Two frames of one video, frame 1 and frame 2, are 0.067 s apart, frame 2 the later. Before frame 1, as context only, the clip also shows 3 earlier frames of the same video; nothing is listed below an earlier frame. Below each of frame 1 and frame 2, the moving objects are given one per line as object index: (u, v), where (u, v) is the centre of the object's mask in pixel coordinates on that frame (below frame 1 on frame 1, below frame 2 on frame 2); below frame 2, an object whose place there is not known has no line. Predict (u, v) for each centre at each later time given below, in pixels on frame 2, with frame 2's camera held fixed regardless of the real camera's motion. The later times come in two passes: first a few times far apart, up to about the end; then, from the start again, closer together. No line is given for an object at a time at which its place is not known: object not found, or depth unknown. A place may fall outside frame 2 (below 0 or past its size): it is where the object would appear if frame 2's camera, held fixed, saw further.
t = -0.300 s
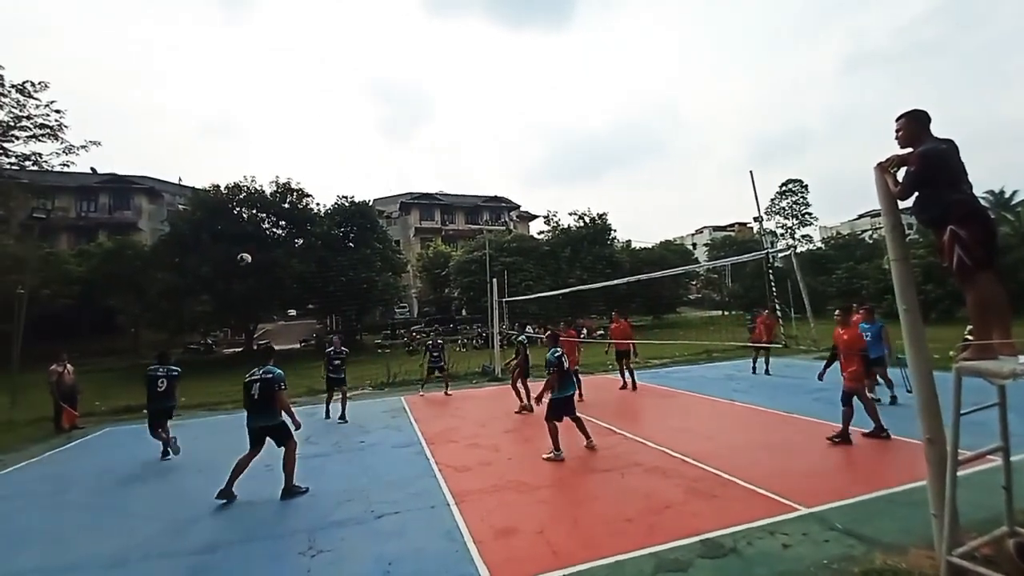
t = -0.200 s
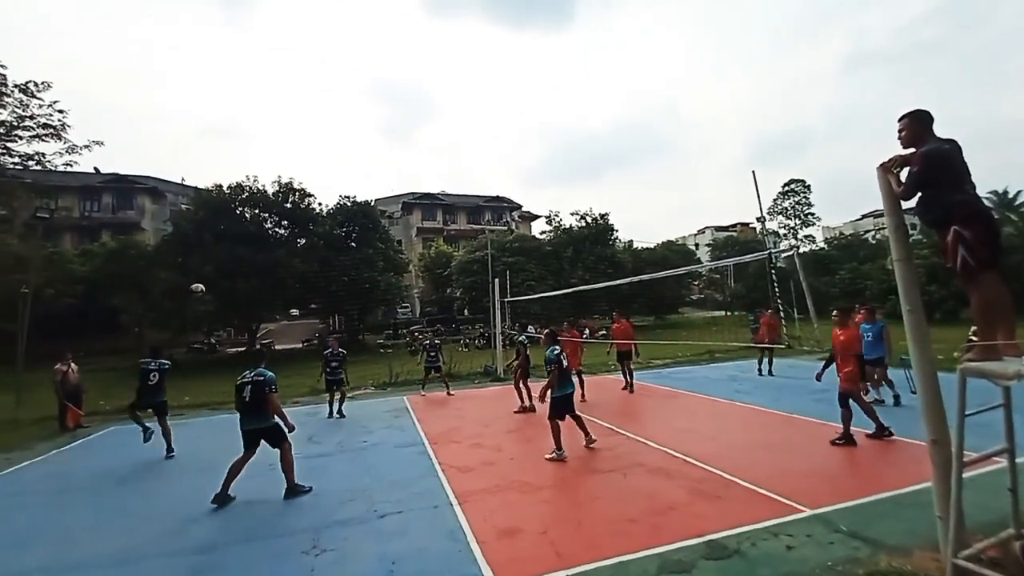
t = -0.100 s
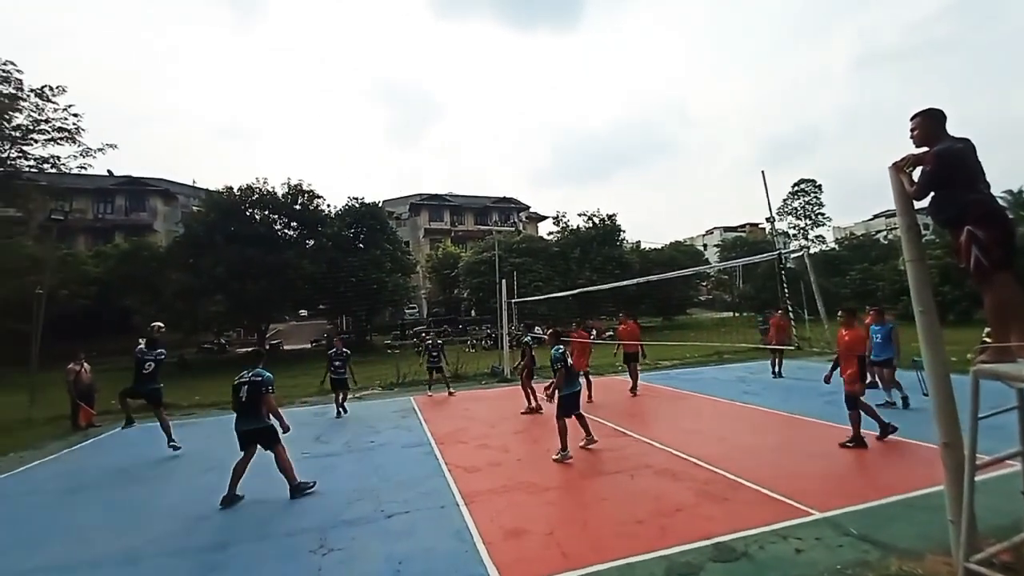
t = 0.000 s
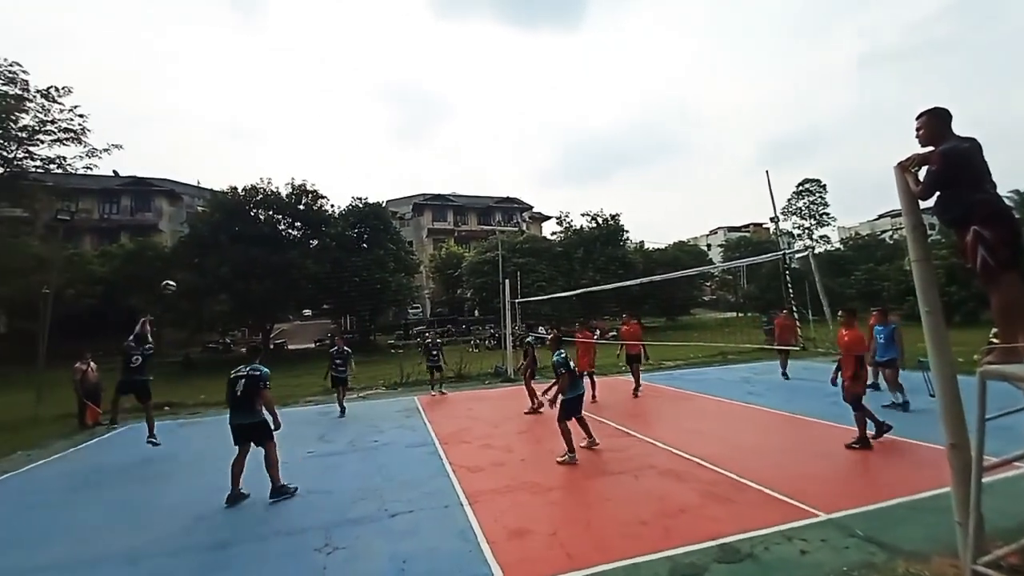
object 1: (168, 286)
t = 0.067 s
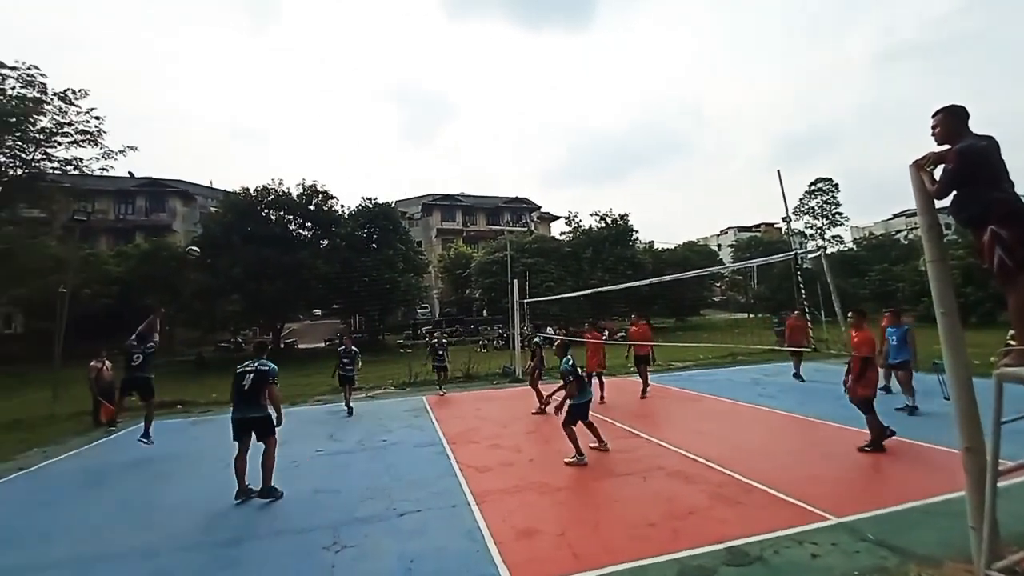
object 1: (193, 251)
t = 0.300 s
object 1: (227, 162)
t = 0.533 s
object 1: (259, 107)
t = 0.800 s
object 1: (294, 86)
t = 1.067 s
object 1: (325, 98)
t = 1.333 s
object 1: (355, 142)
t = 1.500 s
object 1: (373, 185)
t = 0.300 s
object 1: (227, 162)
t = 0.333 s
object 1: (232, 152)
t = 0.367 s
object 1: (237, 143)
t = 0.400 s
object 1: (241, 135)
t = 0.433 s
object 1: (246, 127)
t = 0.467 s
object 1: (250, 120)
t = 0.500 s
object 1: (255, 113)
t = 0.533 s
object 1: (259, 107)
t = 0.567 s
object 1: (261, 103)
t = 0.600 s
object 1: (266, 99)
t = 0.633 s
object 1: (274, 96)
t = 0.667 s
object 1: (277, 93)
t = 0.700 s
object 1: (281, 90)
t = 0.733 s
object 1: (286, 88)
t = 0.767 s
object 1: (290, 87)
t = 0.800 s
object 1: (294, 86)
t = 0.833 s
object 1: (298, 85)
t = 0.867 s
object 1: (302, 86)
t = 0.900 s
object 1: (306, 86)
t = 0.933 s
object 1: (310, 87)
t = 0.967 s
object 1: (314, 89)
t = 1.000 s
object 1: (318, 91)
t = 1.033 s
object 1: (321, 94)
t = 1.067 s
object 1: (325, 98)
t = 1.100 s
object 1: (329, 101)
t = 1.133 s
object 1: (333, 106)
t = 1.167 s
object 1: (337, 110)
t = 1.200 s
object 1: (341, 115)
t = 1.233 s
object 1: (344, 121)
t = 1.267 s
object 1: (348, 128)
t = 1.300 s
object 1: (352, 134)
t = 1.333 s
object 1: (355, 142)
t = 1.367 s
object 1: (359, 149)
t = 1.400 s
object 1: (362, 158)
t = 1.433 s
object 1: (365, 166)
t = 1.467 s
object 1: (369, 176)
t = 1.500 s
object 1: (373, 185)
